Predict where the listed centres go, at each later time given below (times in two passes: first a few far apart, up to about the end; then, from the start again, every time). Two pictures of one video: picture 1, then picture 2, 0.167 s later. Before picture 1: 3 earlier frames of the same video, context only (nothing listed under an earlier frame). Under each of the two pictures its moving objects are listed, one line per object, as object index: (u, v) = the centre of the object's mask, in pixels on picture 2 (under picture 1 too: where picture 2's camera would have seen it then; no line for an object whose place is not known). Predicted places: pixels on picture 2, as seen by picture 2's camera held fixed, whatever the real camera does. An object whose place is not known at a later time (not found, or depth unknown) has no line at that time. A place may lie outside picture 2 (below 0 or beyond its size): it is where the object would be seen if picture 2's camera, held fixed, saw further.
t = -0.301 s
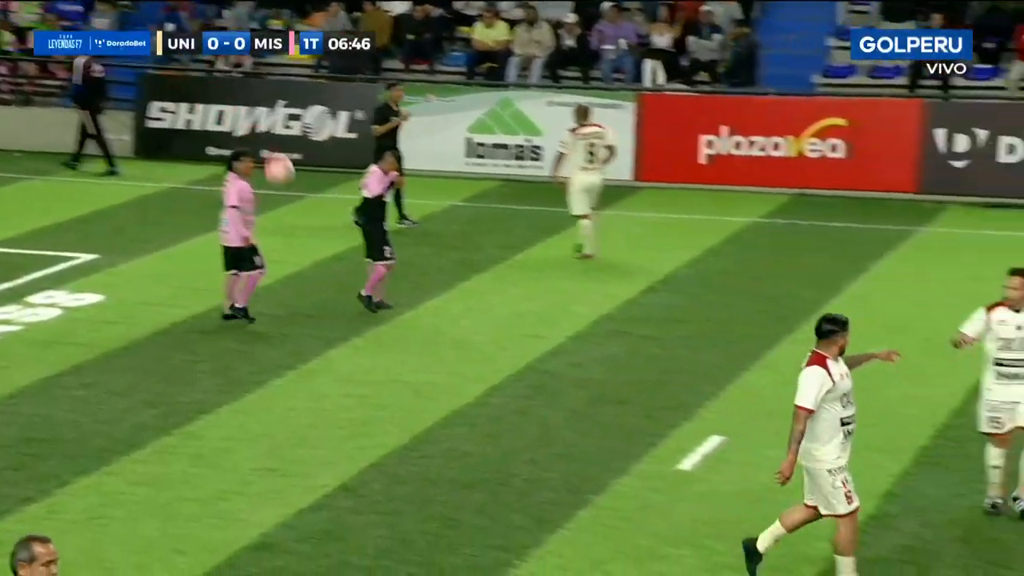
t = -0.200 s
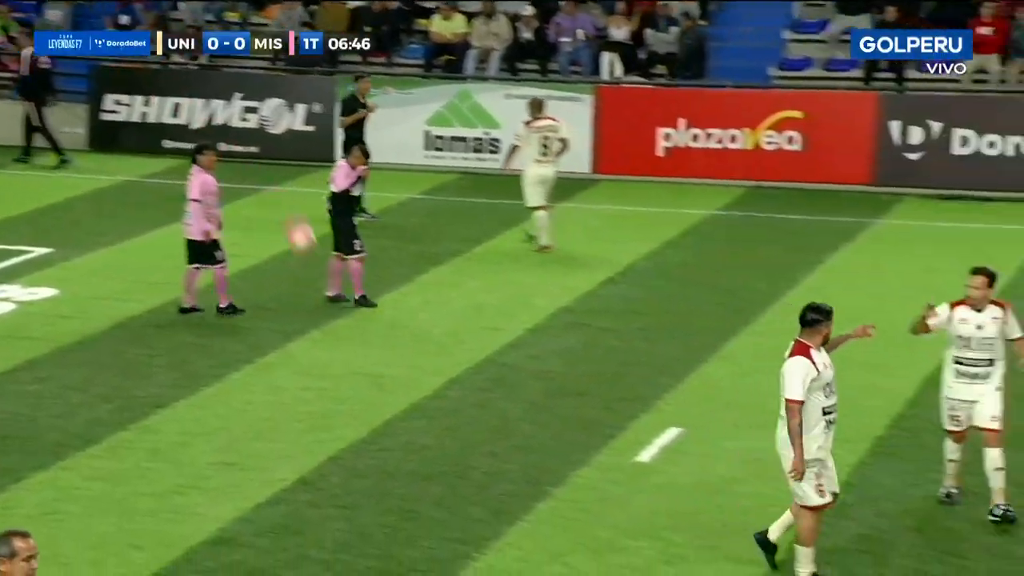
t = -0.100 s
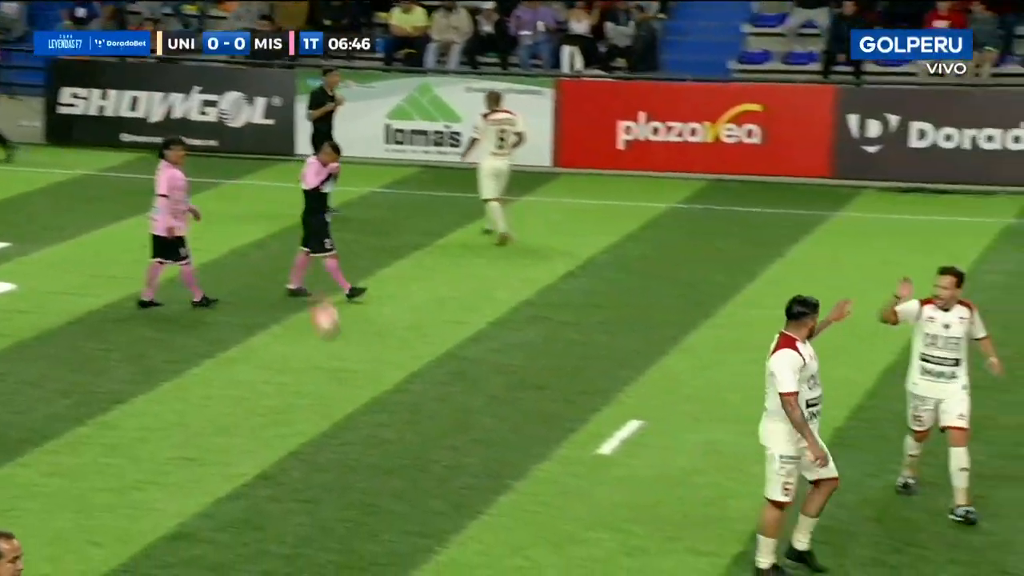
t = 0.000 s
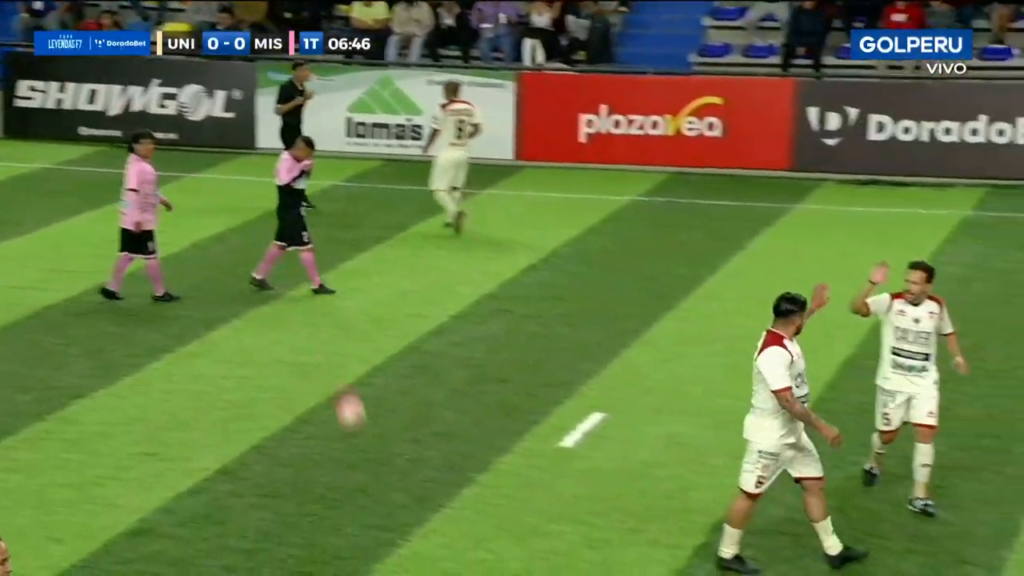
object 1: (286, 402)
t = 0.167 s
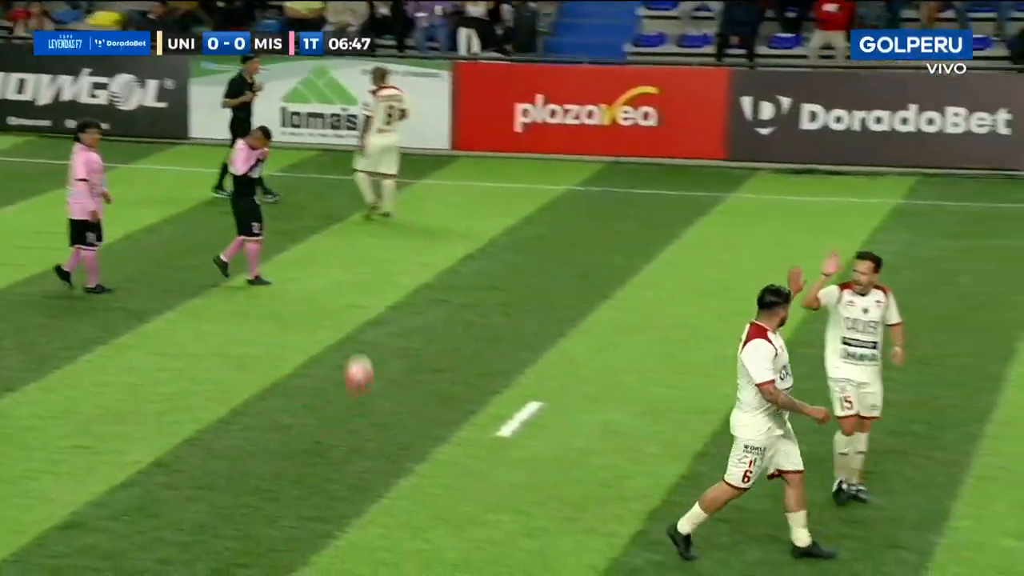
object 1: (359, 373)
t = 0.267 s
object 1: (396, 322)
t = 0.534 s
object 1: (501, 242)
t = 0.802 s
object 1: (616, 262)
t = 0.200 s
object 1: (370, 354)
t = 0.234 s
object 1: (383, 337)
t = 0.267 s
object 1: (396, 322)
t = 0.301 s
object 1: (409, 307)
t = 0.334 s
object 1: (422, 293)
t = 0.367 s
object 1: (434, 281)
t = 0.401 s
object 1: (447, 269)
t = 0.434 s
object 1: (461, 260)
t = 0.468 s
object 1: (474, 253)
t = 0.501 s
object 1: (487, 247)
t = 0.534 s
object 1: (501, 242)
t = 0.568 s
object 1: (515, 238)
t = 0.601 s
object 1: (529, 237)
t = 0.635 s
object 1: (543, 237)
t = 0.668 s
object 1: (557, 239)
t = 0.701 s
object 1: (571, 242)
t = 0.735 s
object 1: (587, 247)
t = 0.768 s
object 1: (601, 253)
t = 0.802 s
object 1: (616, 262)
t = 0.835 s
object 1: (631, 271)
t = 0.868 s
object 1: (647, 283)
